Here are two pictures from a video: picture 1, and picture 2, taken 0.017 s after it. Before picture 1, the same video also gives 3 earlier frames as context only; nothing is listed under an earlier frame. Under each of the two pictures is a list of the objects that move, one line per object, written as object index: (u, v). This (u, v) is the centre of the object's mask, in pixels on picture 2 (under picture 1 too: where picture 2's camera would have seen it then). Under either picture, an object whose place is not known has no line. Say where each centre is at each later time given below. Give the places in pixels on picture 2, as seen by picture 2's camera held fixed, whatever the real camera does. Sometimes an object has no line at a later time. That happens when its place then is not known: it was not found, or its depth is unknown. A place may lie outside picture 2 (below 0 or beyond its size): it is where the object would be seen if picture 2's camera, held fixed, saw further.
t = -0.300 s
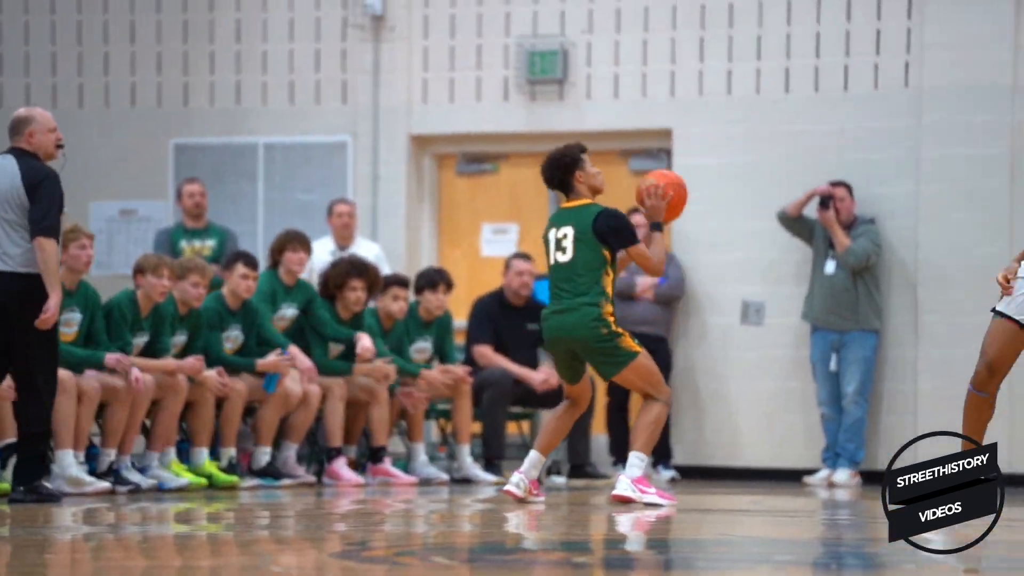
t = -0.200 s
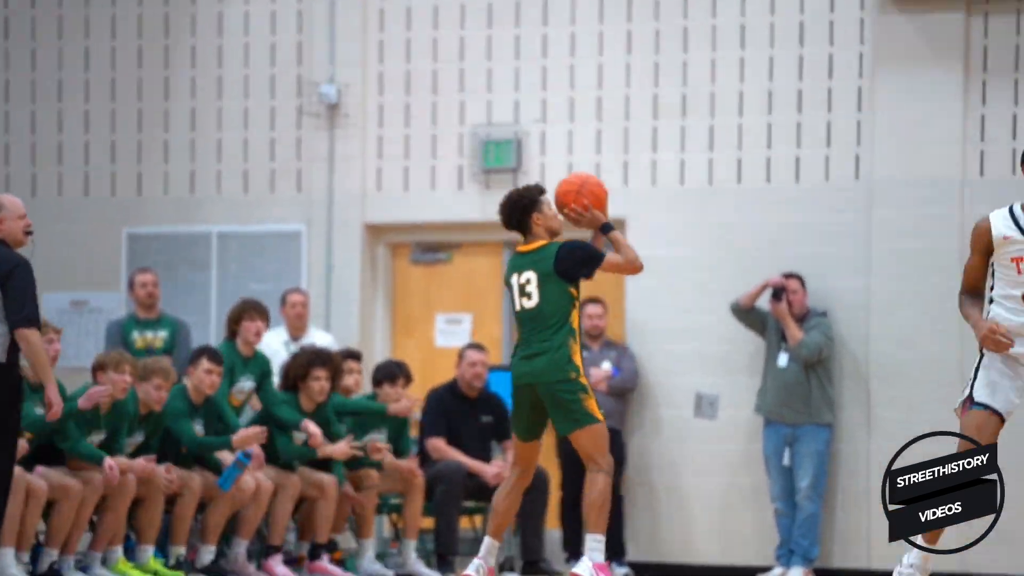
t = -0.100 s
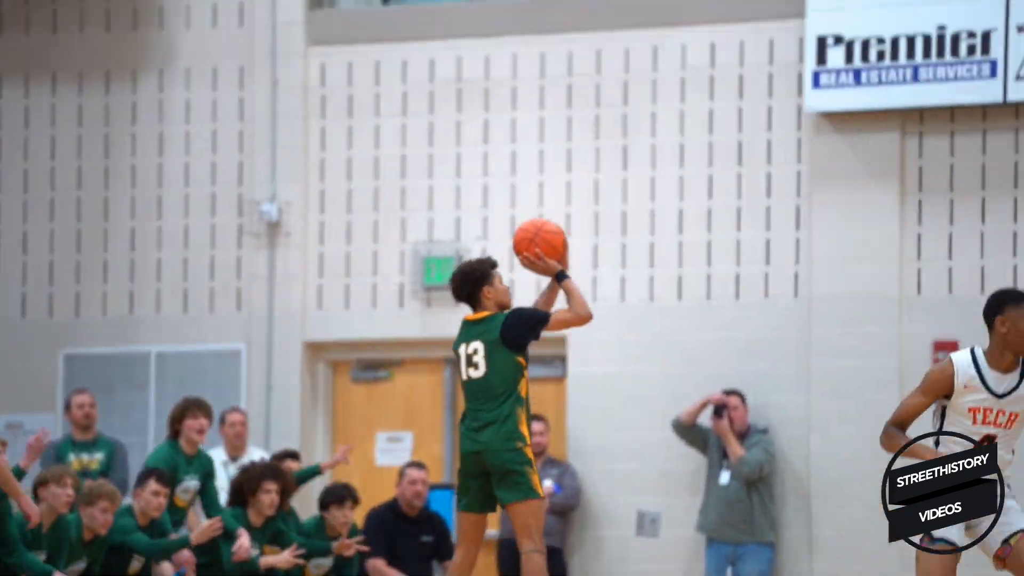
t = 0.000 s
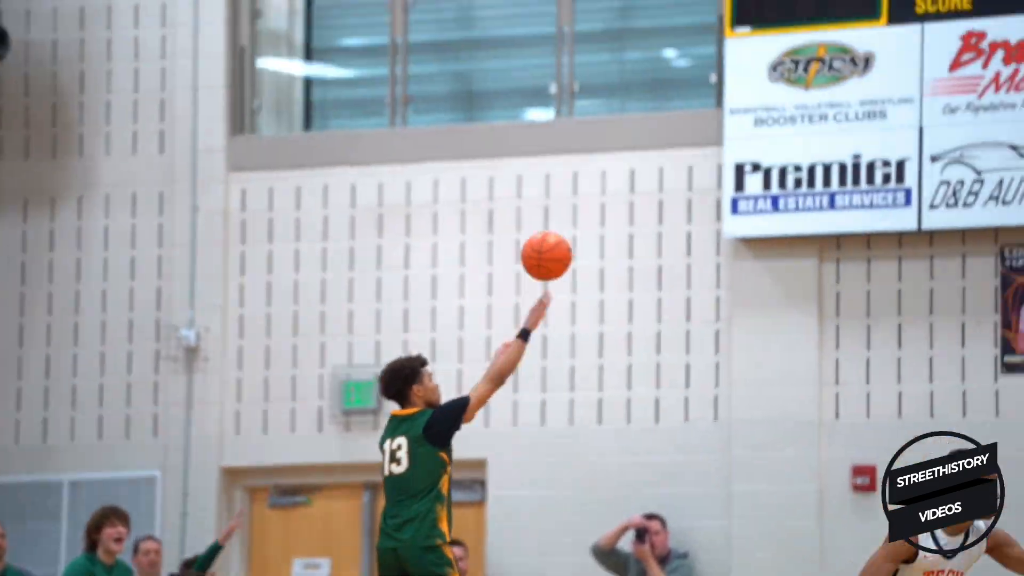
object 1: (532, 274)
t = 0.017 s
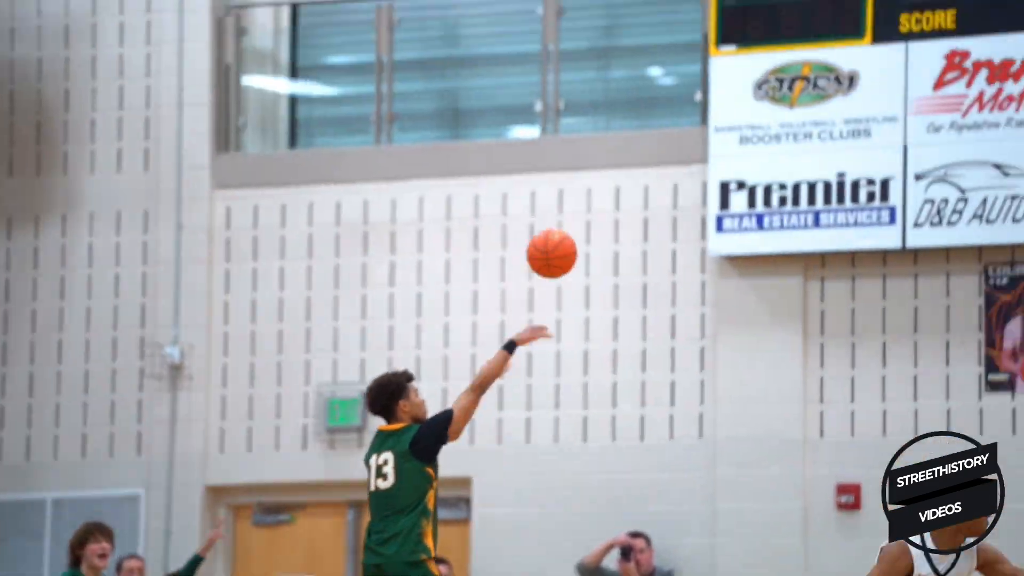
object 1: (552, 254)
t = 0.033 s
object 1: (572, 234)
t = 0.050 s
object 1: (592, 215)
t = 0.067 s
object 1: (612, 197)
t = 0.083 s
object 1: (632, 179)
